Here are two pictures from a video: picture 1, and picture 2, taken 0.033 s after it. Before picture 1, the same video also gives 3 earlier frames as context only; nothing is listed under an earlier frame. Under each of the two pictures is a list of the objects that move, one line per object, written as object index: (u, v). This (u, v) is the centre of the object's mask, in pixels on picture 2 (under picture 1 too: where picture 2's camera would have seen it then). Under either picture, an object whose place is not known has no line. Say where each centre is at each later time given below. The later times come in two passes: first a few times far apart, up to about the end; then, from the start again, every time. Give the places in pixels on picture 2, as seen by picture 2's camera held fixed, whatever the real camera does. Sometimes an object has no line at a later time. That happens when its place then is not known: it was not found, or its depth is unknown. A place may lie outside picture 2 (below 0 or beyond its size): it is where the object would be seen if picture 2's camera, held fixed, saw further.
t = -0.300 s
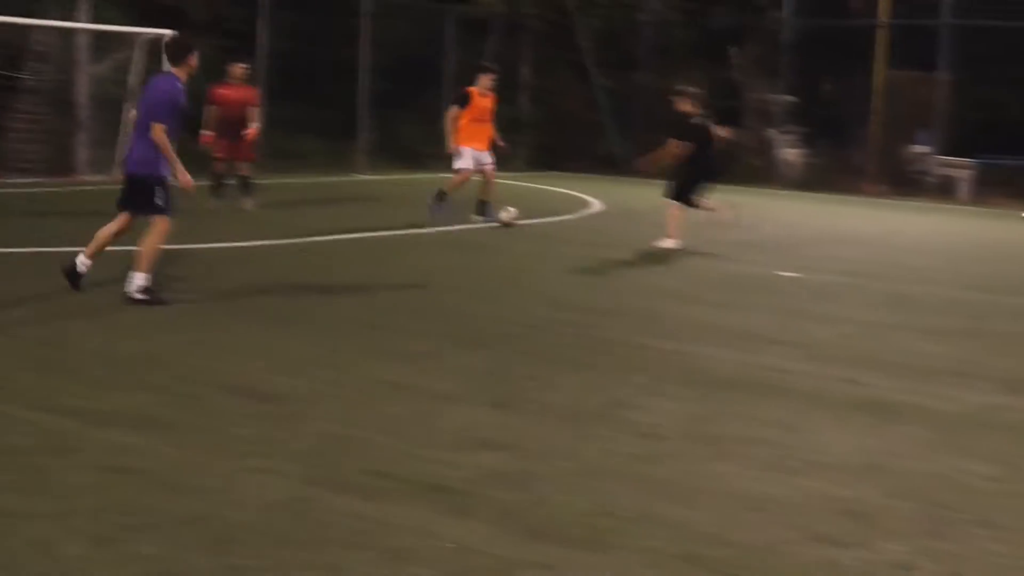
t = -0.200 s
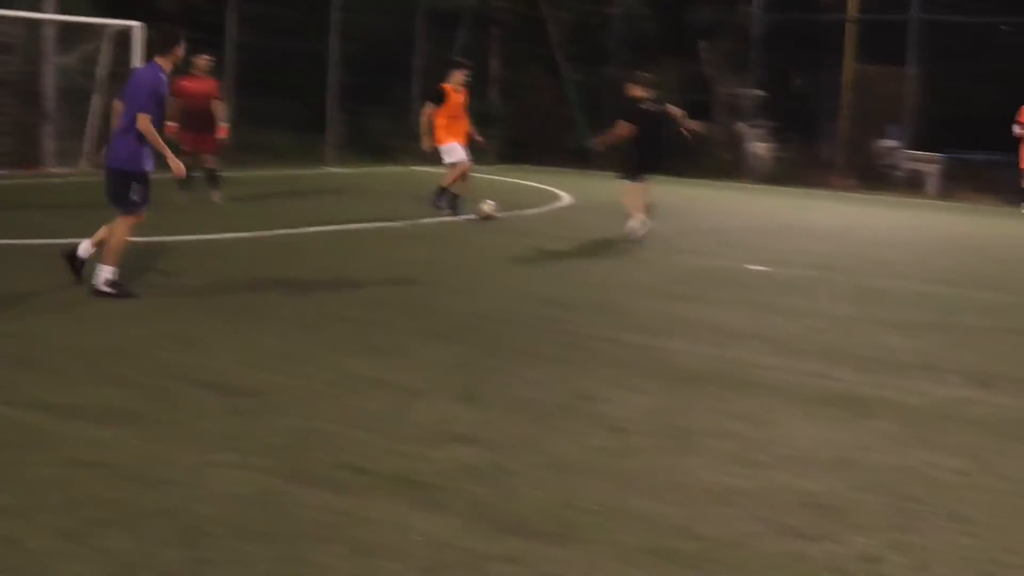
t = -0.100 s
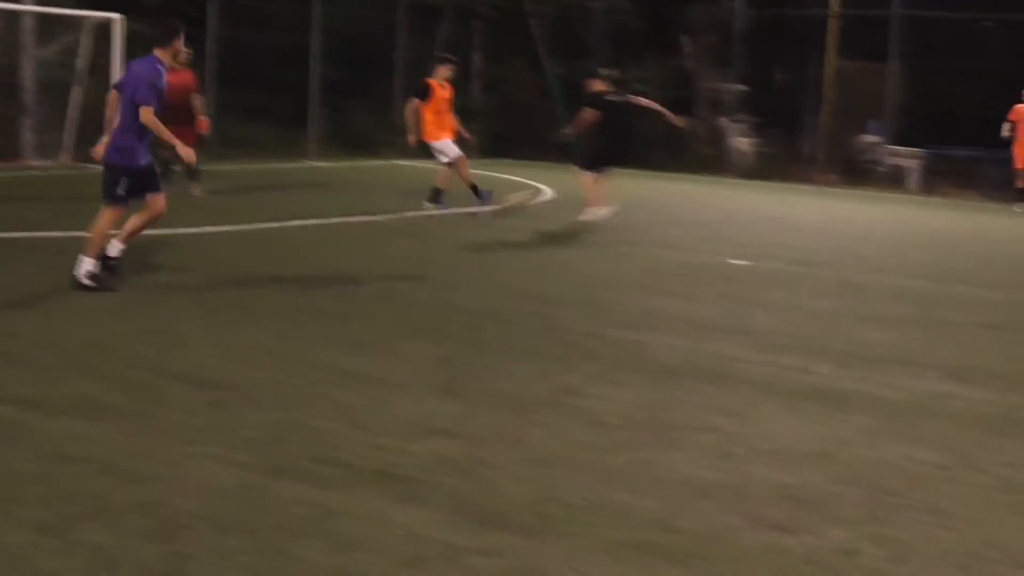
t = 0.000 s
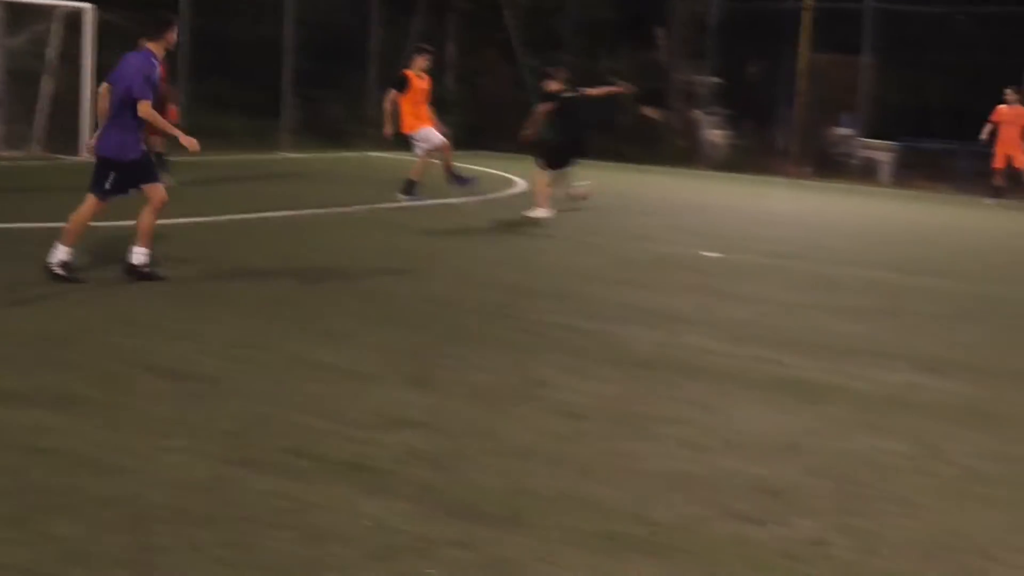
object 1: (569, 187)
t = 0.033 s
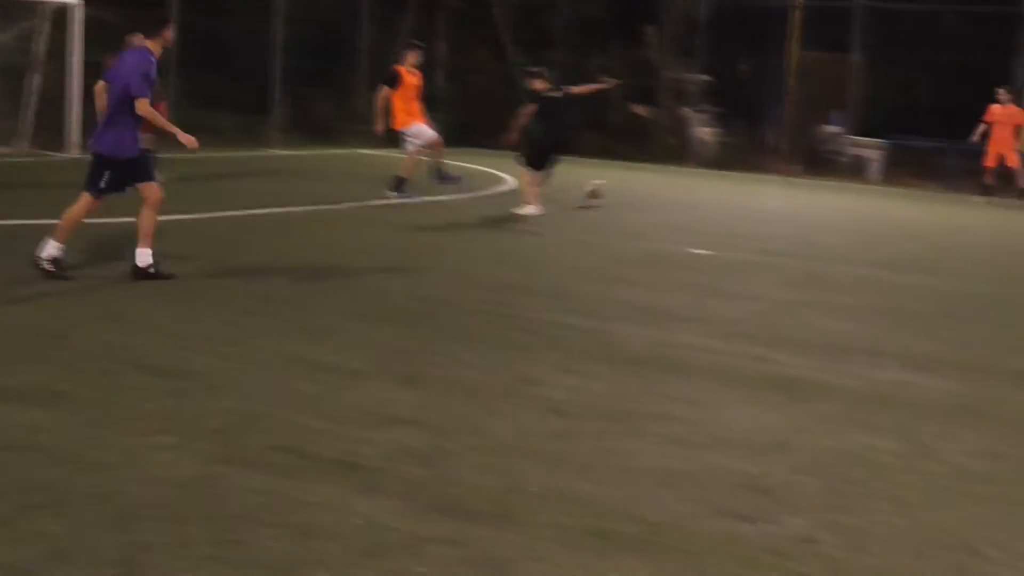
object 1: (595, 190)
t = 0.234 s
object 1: (721, 194)
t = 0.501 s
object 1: (848, 197)
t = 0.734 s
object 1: (936, 201)
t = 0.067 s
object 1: (619, 192)
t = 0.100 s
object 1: (639, 194)
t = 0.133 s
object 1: (663, 199)
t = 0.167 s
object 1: (680, 198)
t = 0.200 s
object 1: (702, 196)
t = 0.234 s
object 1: (721, 194)
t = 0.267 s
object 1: (736, 193)
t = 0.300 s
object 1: (756, 194)
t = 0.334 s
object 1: (773, 197)
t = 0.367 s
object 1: (788, 200)
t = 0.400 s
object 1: (804, 200)
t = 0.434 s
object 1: (820, 198)
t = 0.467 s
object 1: (834, 197)
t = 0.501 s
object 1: (848, 197)
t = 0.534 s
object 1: (863, 198)
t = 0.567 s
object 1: (874, 200)
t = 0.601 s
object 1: (888, 200)
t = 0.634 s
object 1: (901, 200)
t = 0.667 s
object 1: (911, 200)
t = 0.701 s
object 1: (922, 201)
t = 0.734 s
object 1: (936, 201)
